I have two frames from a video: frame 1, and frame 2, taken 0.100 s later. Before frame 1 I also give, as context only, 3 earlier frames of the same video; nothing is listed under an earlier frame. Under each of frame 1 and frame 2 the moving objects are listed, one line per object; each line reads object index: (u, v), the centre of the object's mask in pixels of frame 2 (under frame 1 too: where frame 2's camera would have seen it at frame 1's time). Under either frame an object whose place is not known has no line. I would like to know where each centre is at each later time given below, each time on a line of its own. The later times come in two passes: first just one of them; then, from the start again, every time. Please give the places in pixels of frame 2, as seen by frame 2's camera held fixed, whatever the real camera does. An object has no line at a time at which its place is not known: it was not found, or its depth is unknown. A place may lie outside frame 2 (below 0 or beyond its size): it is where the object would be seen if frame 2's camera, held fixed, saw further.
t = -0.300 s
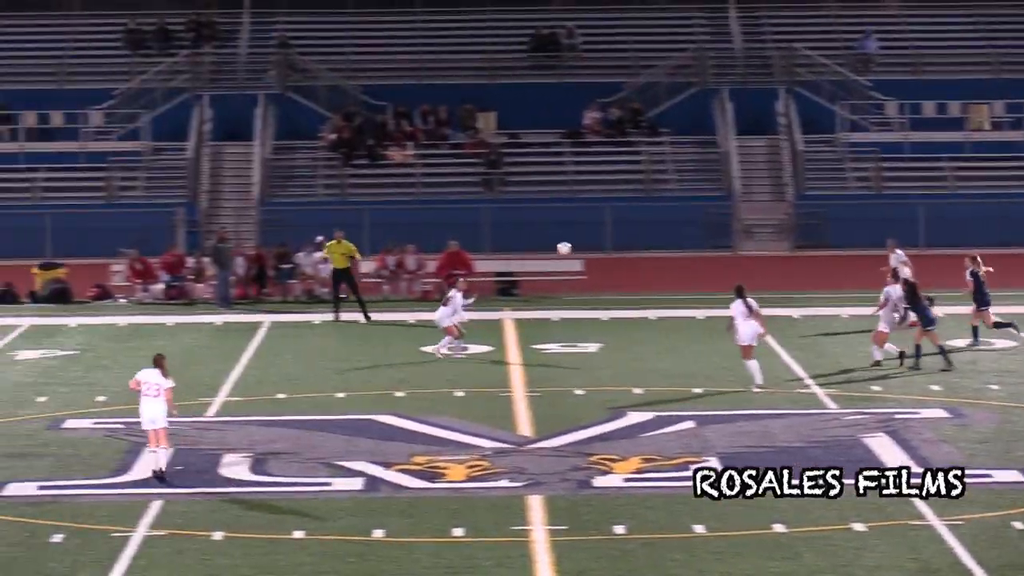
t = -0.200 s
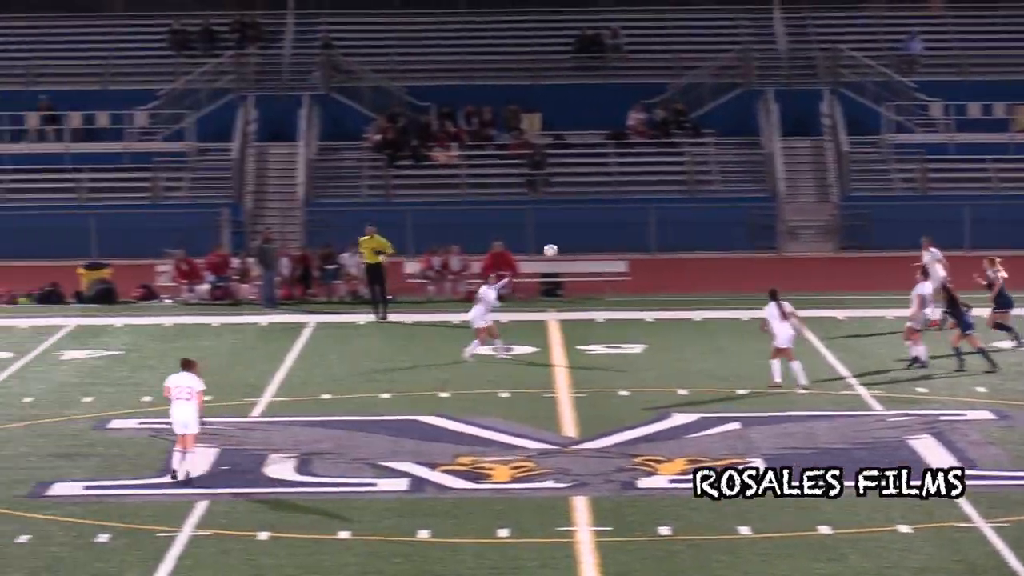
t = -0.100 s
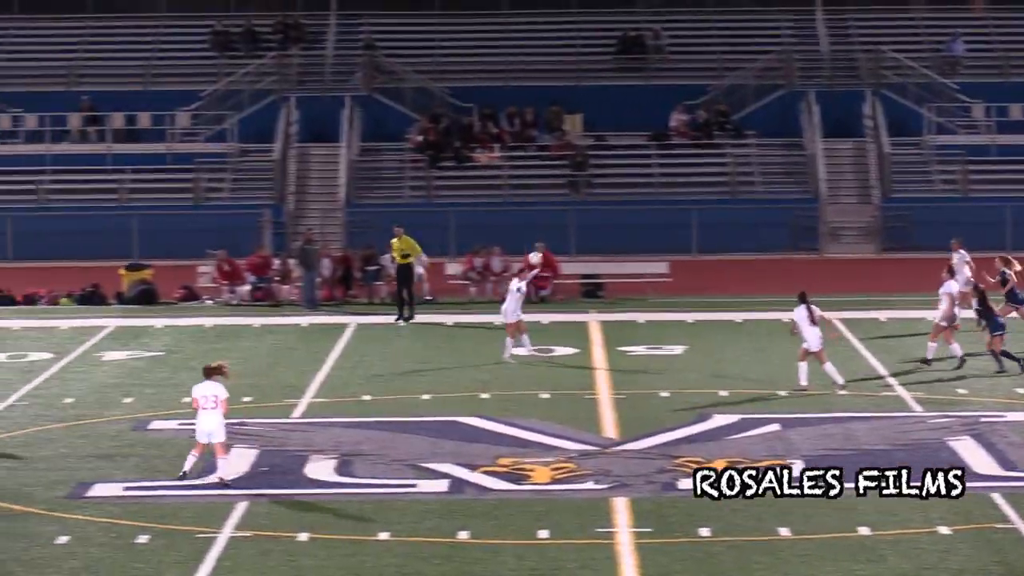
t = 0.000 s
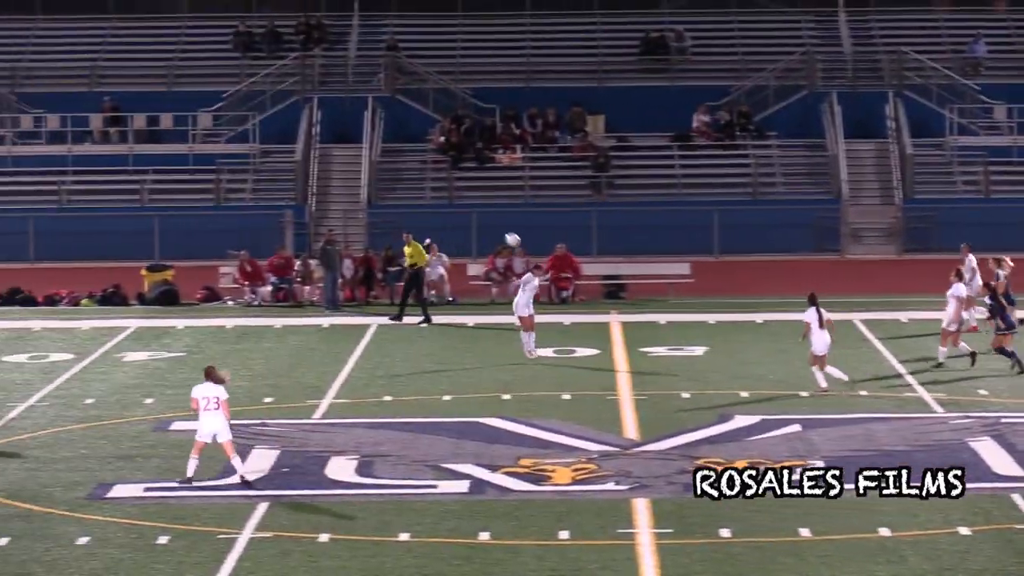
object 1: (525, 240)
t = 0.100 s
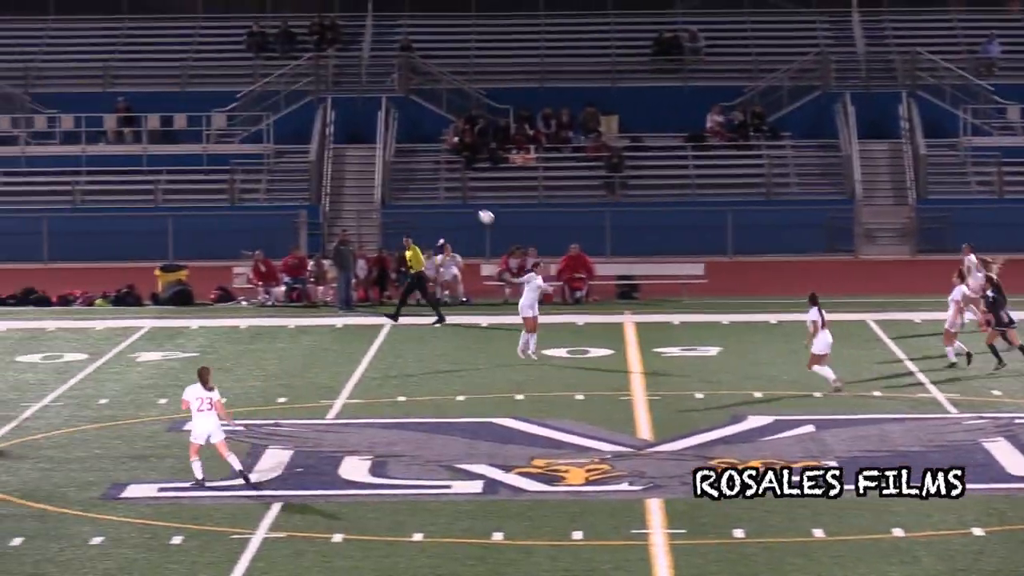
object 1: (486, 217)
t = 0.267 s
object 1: (421, 190)
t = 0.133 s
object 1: (473, 210)
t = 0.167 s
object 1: (459, 204)
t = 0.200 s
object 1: (446, 199)
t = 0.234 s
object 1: (434, 195)
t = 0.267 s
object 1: (421, 190)
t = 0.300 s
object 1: (408, 187)
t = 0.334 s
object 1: (396, 184)
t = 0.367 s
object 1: (384, 182)
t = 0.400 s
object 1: (372, 180)
